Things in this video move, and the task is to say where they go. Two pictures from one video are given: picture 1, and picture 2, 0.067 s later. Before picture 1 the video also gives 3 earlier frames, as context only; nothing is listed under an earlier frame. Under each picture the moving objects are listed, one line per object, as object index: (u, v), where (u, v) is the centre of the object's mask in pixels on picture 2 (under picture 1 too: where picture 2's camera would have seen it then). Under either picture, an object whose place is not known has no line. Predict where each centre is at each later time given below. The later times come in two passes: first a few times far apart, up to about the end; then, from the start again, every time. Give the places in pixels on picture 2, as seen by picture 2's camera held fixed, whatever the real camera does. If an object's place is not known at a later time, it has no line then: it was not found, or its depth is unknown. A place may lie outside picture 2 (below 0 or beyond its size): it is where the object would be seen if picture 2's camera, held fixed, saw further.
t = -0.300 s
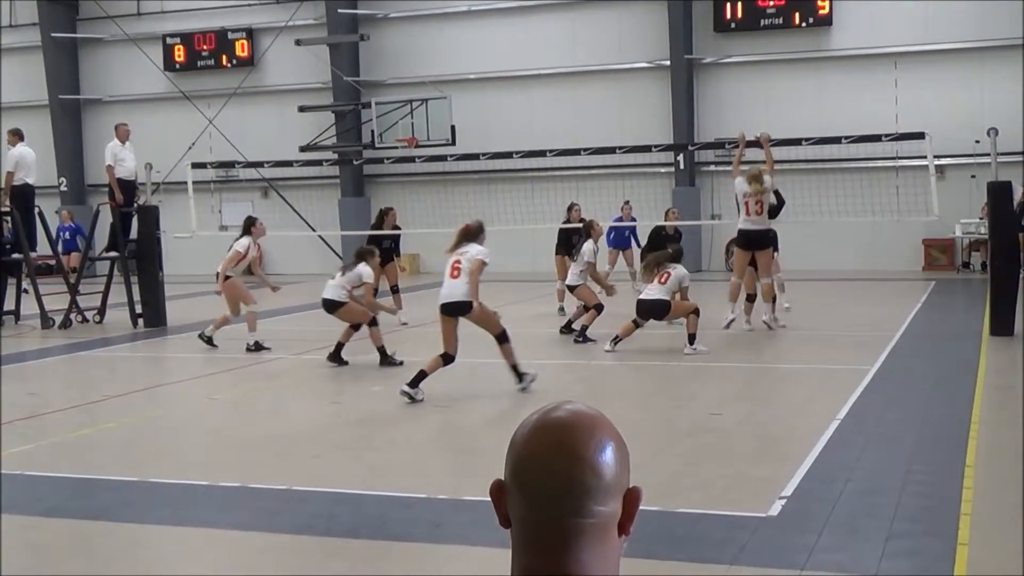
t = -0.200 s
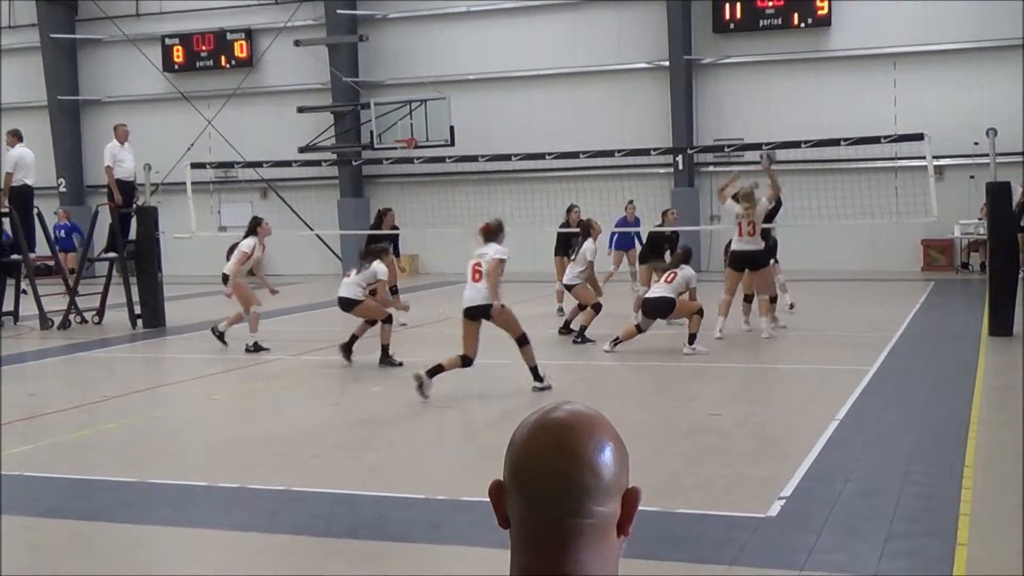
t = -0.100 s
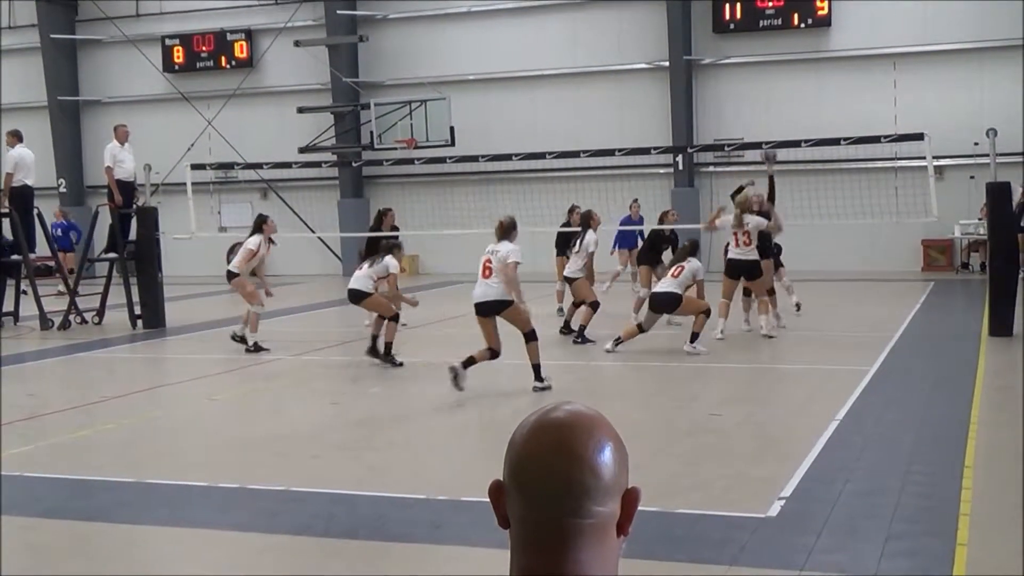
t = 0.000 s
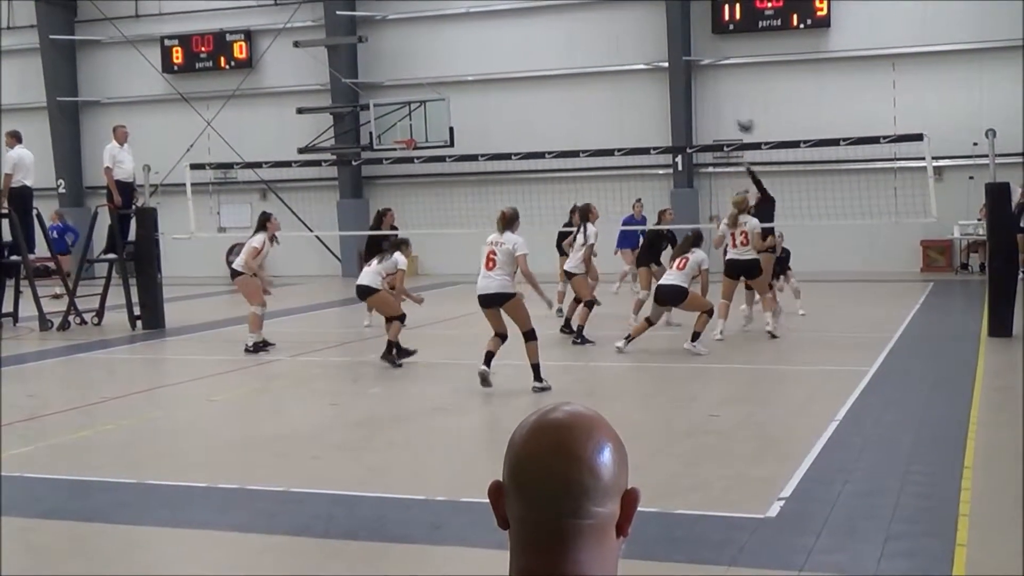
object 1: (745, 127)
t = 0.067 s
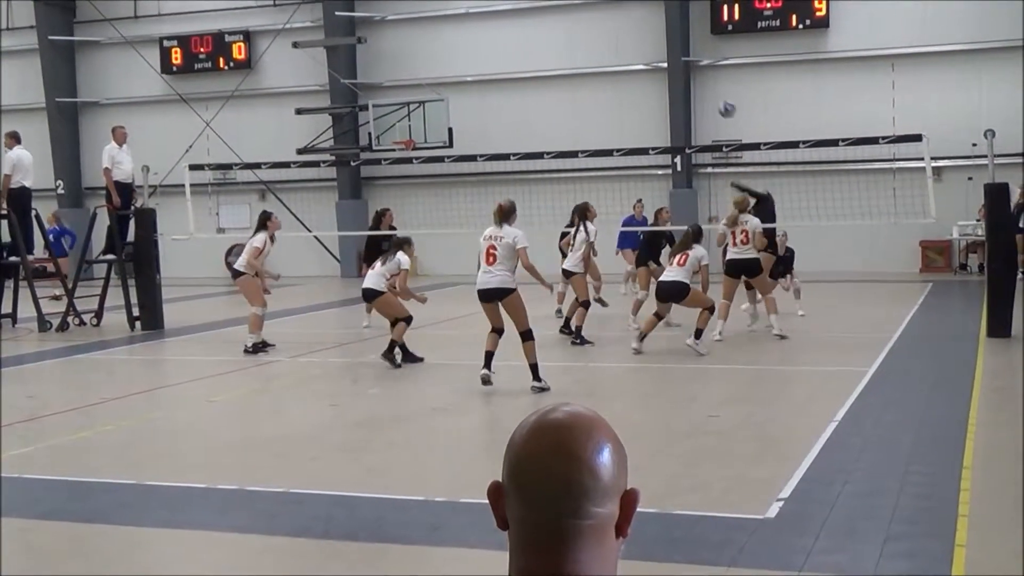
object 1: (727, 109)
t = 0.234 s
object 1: (683, 85)
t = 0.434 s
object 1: (633, 86)
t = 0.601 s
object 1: (588, 114)
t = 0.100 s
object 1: (718, 104)
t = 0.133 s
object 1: (709, 96)
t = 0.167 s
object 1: (701, 92)
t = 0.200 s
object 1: (692, 88)
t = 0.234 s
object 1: (683, 85)
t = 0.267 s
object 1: (675, 82)
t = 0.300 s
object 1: (665, 82)
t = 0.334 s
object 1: (659, 81)
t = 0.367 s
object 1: (650, 82)
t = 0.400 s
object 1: (642, 83)
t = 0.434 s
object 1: (633, 86)
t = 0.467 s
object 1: (622, 91)
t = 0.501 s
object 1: (613, 96)
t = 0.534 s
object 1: (605, 101)
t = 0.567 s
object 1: (597, 106)
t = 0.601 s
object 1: (588, 114)
